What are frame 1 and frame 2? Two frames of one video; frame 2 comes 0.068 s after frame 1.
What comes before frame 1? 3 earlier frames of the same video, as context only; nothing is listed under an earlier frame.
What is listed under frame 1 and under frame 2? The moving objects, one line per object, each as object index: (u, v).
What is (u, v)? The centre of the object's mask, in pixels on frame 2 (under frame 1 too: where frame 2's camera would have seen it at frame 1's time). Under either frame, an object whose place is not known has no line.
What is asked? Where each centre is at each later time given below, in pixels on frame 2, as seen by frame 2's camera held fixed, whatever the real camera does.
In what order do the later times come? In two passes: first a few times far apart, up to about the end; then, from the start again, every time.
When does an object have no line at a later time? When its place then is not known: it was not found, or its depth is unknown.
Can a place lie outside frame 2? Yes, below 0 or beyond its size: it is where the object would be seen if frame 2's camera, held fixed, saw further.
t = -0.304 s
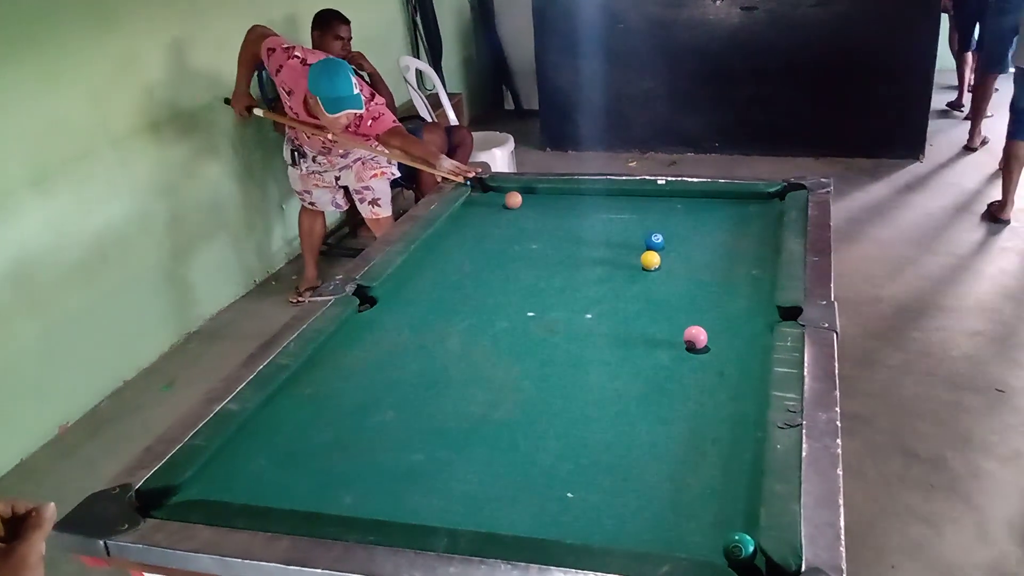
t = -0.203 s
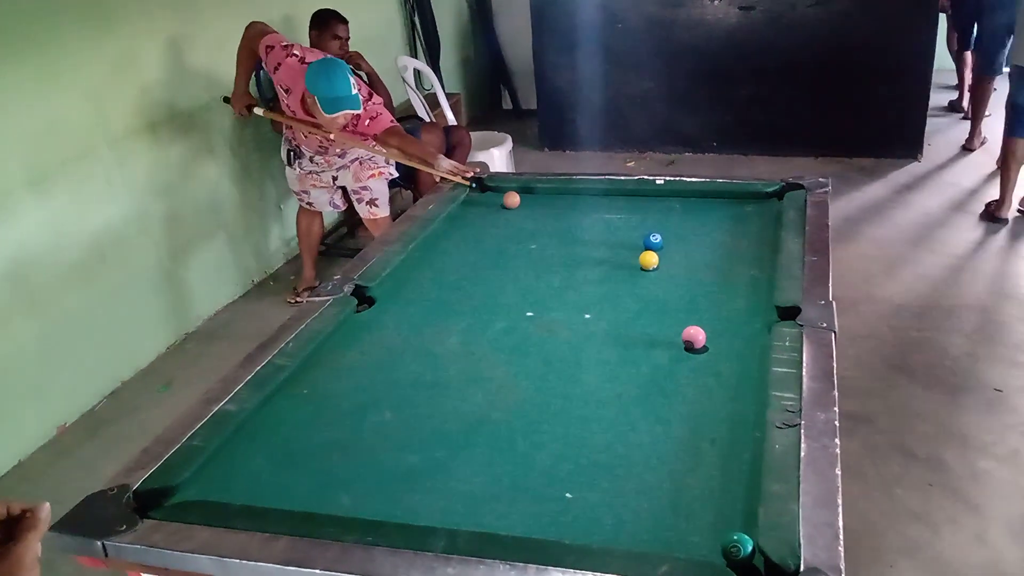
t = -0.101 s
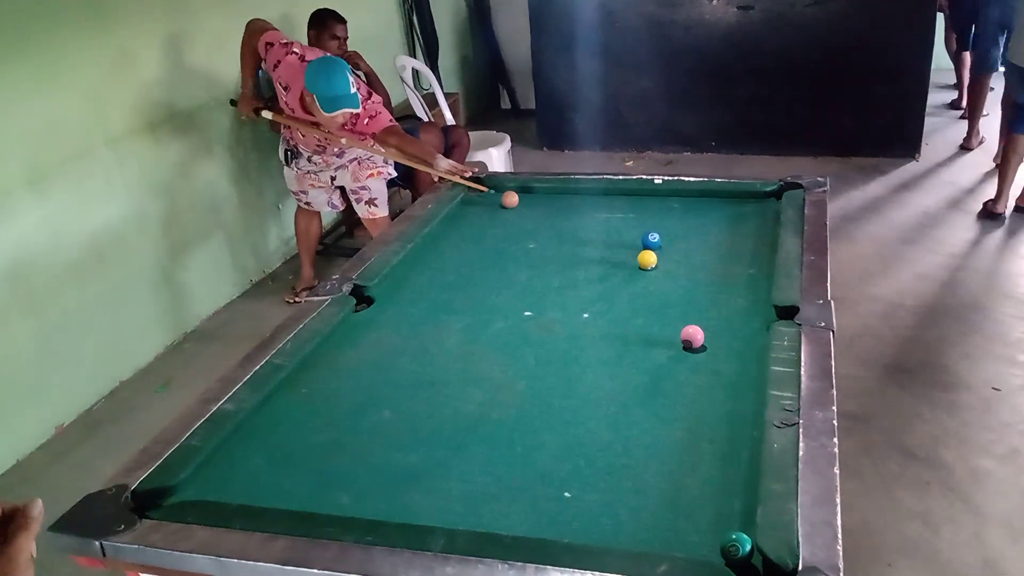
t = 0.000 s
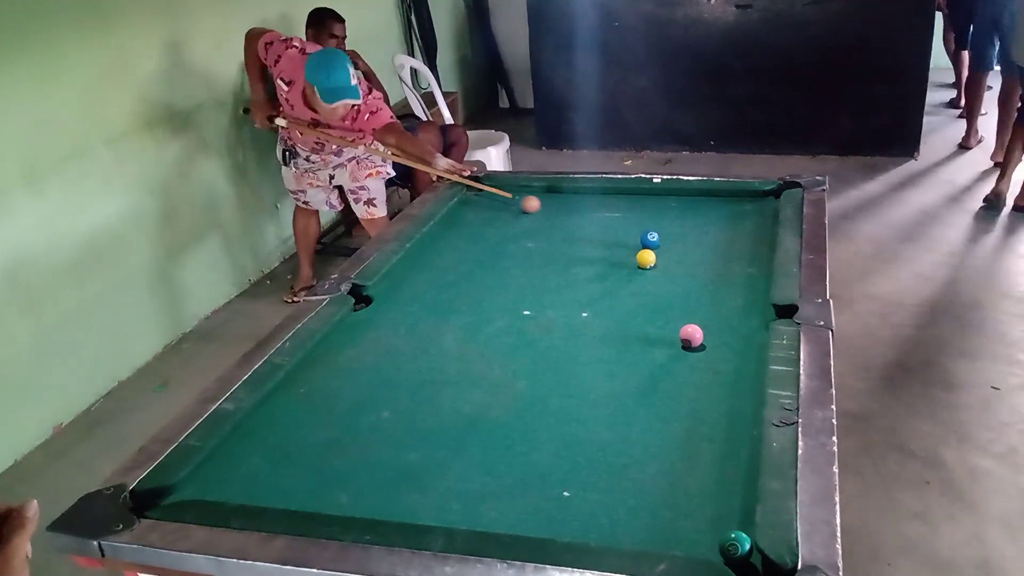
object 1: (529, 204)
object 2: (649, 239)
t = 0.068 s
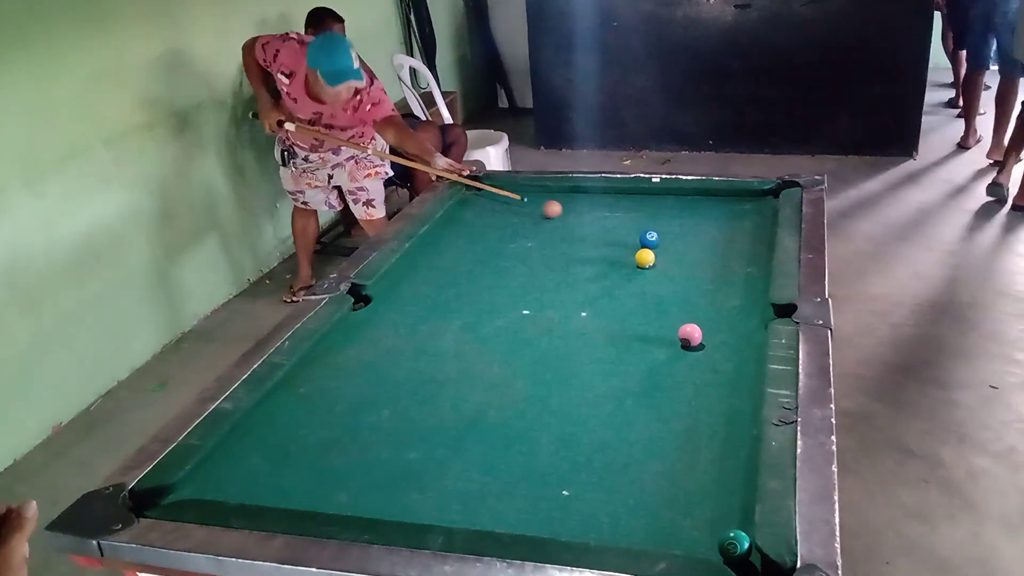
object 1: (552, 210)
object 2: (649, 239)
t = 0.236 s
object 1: (612, 224)
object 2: (649, 239)
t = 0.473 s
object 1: (686, 232)
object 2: (670, 257)
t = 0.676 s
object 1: (744, 233)
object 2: (696, 280)
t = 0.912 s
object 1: (737, 232)
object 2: (729, 308)
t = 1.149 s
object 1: (695, 229)
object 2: (750, 333)
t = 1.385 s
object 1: (655, 226)
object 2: (722, 351)
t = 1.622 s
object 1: (619, 223)
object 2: (694, 369)
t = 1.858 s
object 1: (586, 221)
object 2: (665, 386)
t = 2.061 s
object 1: (560, 220)
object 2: (640, 400)
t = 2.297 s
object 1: (531, 217)
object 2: (612, 415)
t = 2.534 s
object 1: (505, 215)
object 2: (584, 429)
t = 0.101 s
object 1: (563, 213)
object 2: (649, 239)
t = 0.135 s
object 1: (575, 215)
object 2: (649, 239)
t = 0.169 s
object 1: (588, 219)
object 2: (649, 239)
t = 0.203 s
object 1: (599, 221)
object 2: (649, 239)
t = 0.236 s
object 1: (612, 224)
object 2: (649, 239)
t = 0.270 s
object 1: (625, 227)
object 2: (649, 239)
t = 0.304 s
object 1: (636, 230)
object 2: (649, 239)
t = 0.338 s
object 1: (647, 229)
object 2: (652, 241)
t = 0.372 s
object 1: (658, 230)
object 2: (658, 245)
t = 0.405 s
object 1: (667, 231)
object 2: (662, 250)
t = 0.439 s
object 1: (676, 232)
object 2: (666, 254)
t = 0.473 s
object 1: (686, 232)
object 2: (670, 257)
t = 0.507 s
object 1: (696, 233)
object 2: (674, 261)
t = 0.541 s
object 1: (705, 233)
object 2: (679, 265)
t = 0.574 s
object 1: (715, 233)
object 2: (683, 269)
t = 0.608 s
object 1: (724, 233)
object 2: (687, 272)
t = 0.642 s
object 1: (734, 233)
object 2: (691, 276)
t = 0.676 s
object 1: (744, 233)
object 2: (696, 280)
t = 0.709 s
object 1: (754, 234)
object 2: (701, 284)
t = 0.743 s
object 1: (763, 234)
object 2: (705, 288)
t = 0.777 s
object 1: (764, 233)
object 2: (710, 291)
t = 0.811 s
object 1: (757, 233)
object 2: (714, 295)
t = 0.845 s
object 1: (750, 232)
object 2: (718, 299)
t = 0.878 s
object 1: (744, 232)
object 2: (724, 304)
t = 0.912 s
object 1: (737, 232)
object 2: (729, 308)
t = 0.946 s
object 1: (731, 231)
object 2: (734, 312)
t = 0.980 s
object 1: (725, 231)
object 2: (738, 315)
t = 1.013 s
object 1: (719, 231)
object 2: (744, 320)
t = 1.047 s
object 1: (713, 230)
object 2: (749, 325)
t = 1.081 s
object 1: (707, 230)
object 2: (754, 328)
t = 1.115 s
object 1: (701, 229)
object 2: (755, 332)
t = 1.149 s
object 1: (695, 229)
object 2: (750, 333)
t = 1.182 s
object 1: (689, 228)
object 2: (746, 336)
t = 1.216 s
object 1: (683, 228)
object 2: (742, 339)
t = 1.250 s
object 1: (678, 228)
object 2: (738, 341)
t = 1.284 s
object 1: (672, 227)
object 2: (734, 344)
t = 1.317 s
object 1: (666, 227)
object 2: (731, 346)
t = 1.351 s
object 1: (661, 227)
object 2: (726, 348)
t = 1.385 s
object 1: (655, 226)
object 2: (722, 351)
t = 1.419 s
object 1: (650, 226)
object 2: (718, 354)
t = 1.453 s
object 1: (644, 225)
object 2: (714, 356)
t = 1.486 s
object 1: (640, 226)
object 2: (710, 360)
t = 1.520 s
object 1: (634, 225)
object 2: (706, 361)
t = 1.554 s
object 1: (630, 224)
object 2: (701, 364)
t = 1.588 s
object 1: (624, 224)
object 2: (697, 366)
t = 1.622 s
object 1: (619, 223)
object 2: (694, 369)
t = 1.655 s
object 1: (614, 223)
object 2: (690, 371)
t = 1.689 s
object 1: (610, 223)
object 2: (685, 374)
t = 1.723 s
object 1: (605, 223)
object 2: (681, 376)
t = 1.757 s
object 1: (600, 222)
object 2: (677, 378)
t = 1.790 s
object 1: (595, 222)
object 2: (673, 381)
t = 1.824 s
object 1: (590, 222)
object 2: (669, 383)
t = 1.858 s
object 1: (586, 221)
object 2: (665, 386)
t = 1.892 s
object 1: (582, 221)
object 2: (660, 388)
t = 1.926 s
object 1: (577, 221)
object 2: (656, 390)
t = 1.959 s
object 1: (573, 220)
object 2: (652, 393)
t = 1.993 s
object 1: (568, 220)
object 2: (648, 395)
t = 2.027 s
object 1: (564, 220)
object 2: (644, 398)
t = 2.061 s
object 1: (560, 220)
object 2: (640, 400)
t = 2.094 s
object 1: (555, 219)
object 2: (636, 402)
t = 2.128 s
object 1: (551, 219)
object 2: (632, 404)
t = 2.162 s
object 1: (547, 218)
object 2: (628, 405)
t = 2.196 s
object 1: (543, 218)
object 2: (624, 408)
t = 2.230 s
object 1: (539, 218)
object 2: (619, 410)
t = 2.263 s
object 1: (535, 218)
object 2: (615, 413)
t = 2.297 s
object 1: (531, 217)
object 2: (612, 415)
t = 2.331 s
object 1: (527, 217)
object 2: (608, 417)
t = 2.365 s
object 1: (523, 217)
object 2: (604, 418)
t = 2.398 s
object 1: (519, 216)
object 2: (600, 421)
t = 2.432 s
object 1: (516, 216)
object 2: (596, 423)
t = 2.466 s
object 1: (512, 216)
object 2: (592, 425)
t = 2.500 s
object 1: (509, 215)
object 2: (588, 427)
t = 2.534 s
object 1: (505, 215)
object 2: (584, 429)
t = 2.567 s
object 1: (502, 215)
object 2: (581, 431)
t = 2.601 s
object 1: (499, 215)
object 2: (577, 432)
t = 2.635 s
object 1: (495, 214)
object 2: (573, 434)
